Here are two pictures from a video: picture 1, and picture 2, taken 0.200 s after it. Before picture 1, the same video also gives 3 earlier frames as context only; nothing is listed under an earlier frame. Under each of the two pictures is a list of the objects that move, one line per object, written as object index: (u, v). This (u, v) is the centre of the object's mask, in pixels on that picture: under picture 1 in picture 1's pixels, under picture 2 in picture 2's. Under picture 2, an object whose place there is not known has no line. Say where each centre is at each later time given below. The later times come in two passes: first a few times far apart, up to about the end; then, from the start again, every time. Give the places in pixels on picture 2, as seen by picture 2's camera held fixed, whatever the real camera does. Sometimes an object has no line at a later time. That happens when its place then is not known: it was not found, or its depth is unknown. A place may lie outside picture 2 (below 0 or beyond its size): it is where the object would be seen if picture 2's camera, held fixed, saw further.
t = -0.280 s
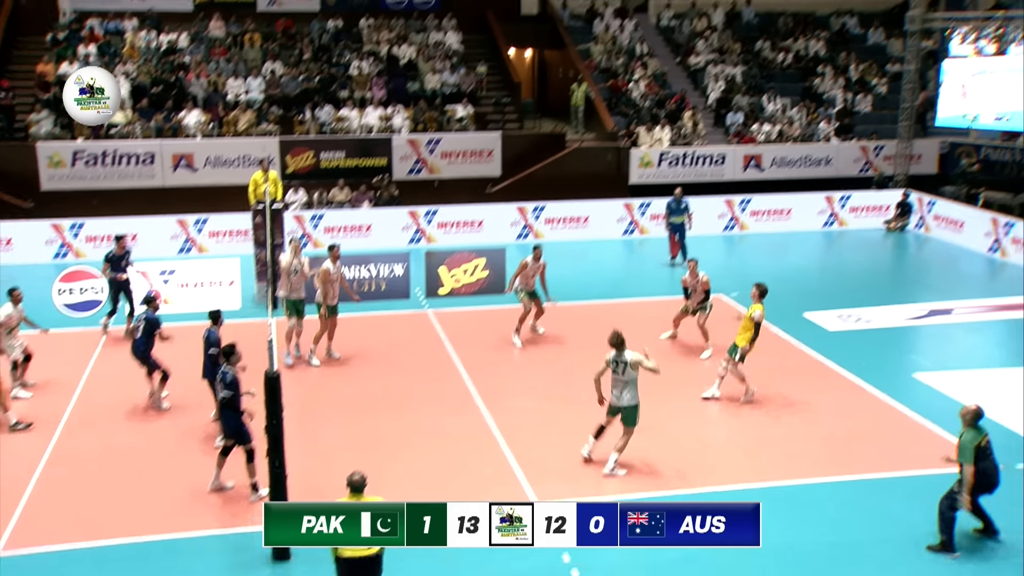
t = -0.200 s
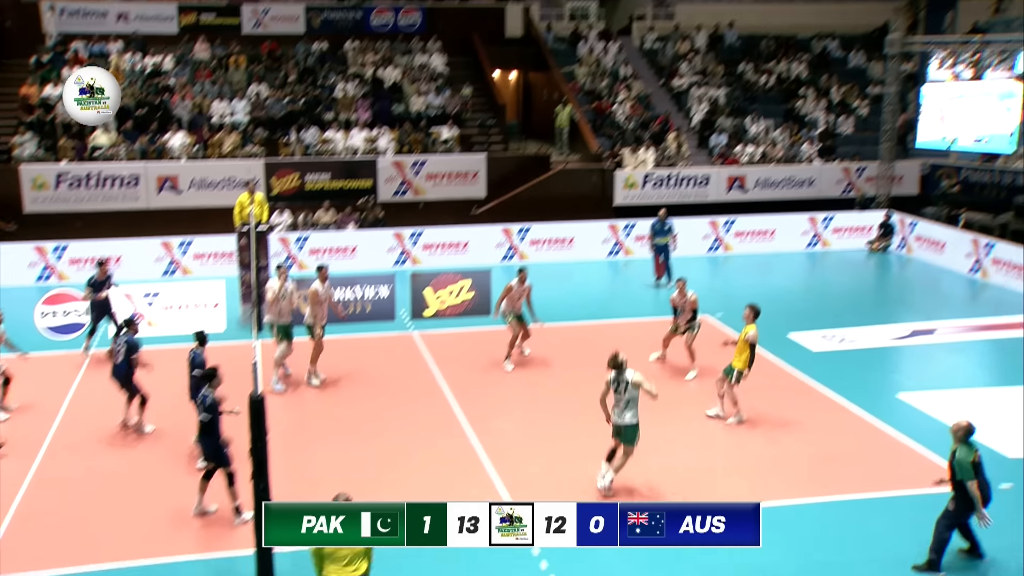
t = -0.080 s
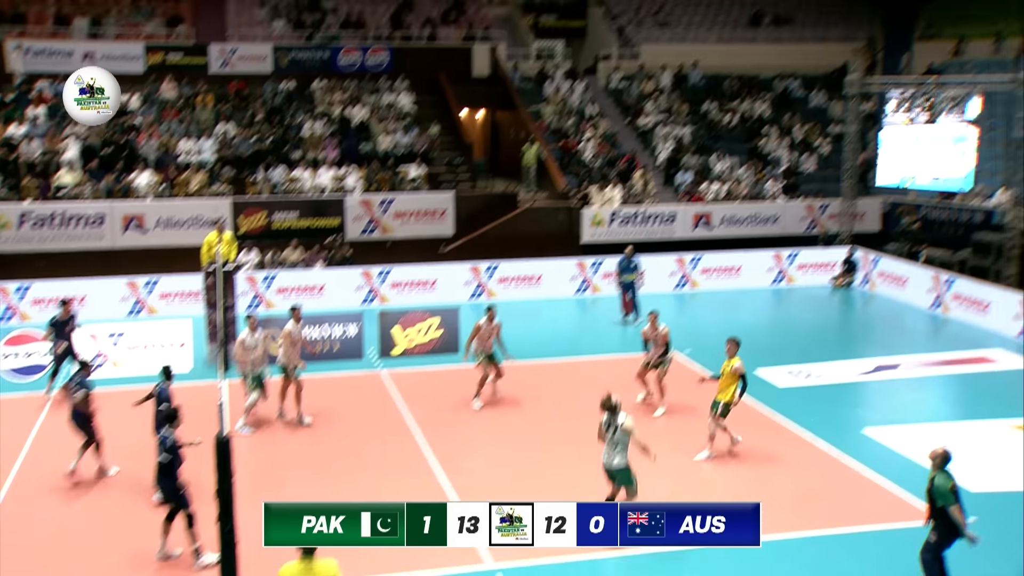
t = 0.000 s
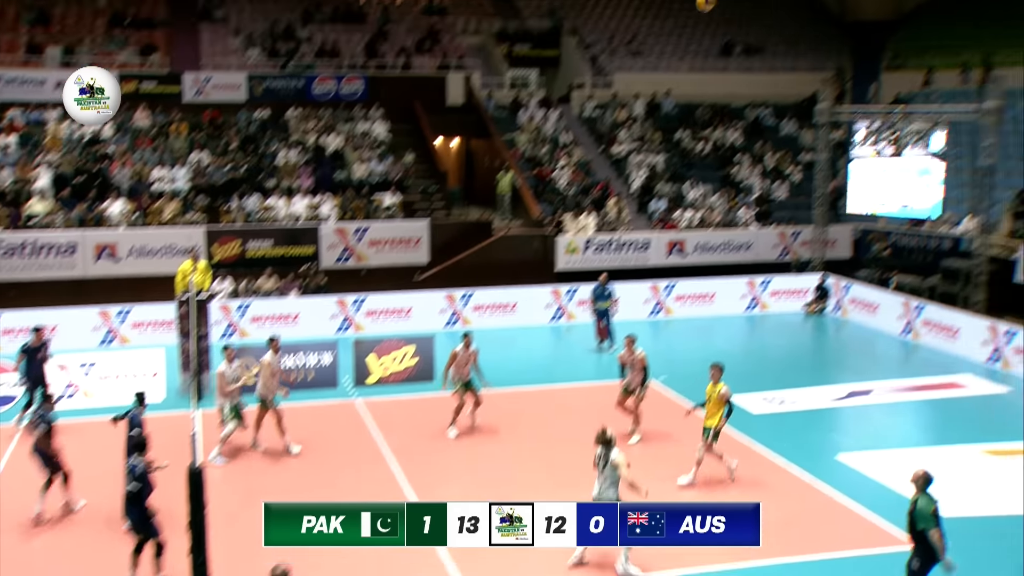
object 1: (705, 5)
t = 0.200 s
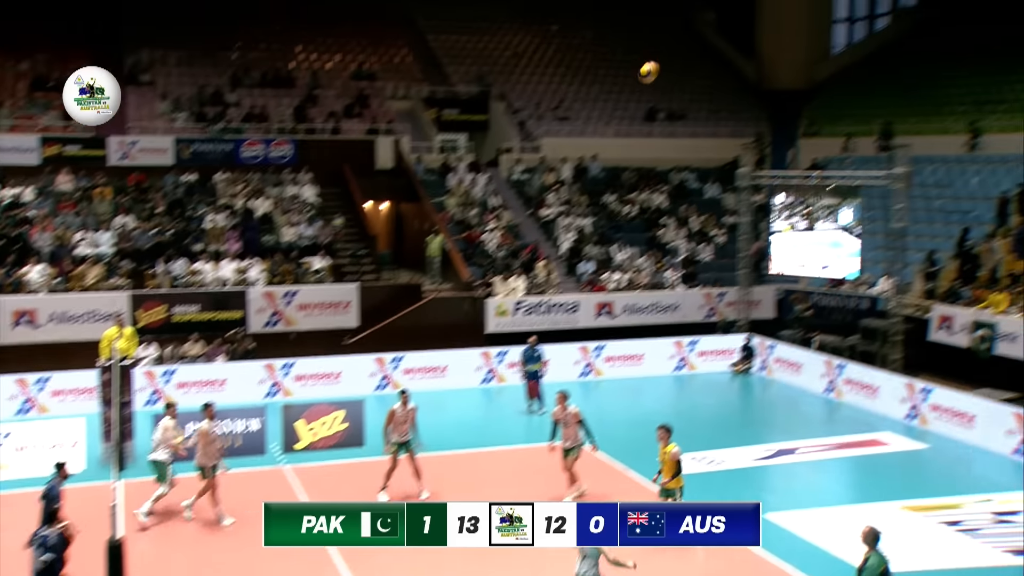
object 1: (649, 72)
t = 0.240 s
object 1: (652, 76)
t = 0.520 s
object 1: (678, 141)
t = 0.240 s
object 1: (652, 76)
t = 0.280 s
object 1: (656, 82)
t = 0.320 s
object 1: (660, 88)
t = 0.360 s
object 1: (664, 97)
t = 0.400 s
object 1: (667, 106)
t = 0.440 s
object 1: (671, 117)
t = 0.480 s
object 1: (674, 128)
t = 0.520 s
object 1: (678, 141)
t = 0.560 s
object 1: (681, 157)
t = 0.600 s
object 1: (685, 173)
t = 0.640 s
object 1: (688, 191)
